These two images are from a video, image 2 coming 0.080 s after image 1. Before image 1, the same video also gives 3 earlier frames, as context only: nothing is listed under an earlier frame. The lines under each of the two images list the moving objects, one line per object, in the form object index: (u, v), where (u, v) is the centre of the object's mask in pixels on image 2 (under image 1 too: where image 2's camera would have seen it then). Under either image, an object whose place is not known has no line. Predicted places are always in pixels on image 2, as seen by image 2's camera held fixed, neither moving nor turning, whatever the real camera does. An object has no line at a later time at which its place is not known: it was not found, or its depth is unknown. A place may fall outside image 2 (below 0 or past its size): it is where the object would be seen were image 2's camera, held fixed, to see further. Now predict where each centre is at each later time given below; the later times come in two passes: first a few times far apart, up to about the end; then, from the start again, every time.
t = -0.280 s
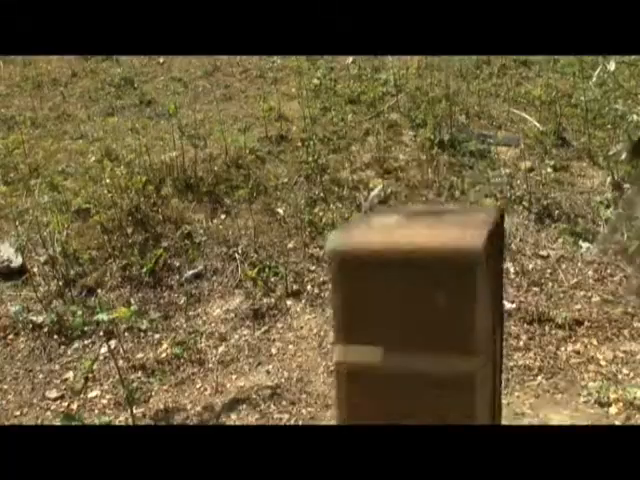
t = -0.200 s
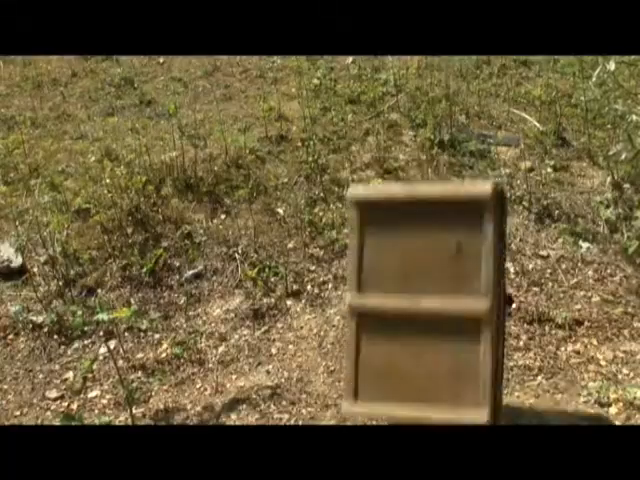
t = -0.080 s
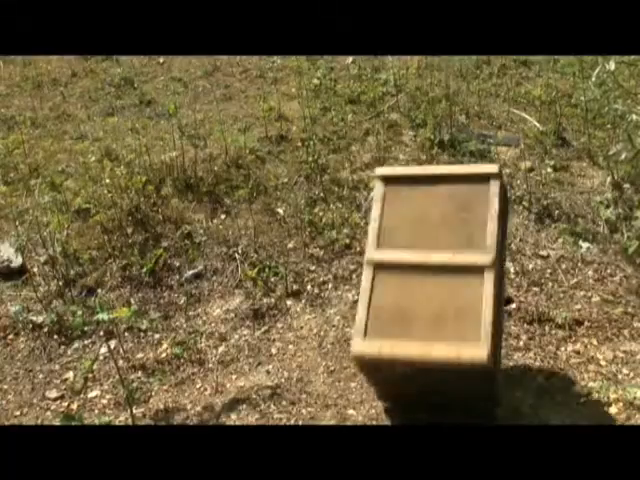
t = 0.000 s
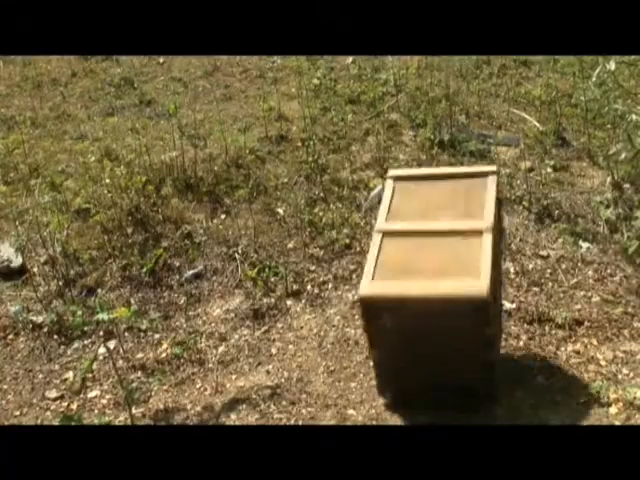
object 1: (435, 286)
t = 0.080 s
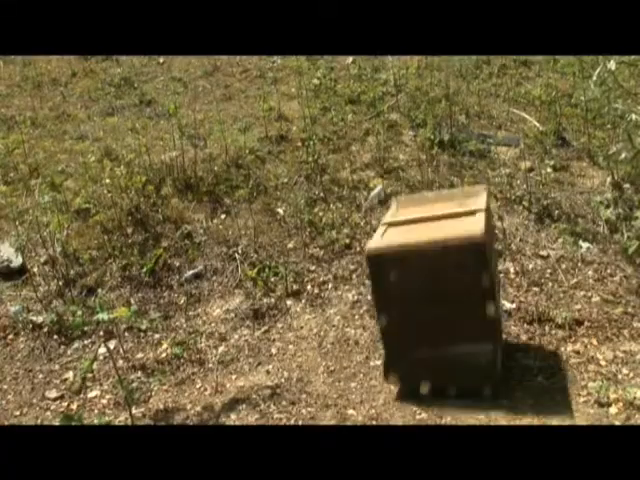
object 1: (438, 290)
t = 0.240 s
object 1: (434, 234)
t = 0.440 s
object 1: (429, 230)
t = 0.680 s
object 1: (446, 176)
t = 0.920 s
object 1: (448, 177)
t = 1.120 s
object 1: (434, 159)
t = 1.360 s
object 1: (424, 170)
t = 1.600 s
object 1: (424, 181)
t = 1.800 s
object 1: (422, 181)
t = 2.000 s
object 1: (419, 182)
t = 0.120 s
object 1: (436, 293)
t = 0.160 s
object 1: (435, 265)
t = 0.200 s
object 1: (435, 245)
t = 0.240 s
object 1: (434, 234)
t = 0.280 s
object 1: (432, 227)
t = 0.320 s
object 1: (430, 224)
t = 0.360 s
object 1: (428, 224)
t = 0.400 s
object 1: (428, 225)
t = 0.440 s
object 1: (429, 230)
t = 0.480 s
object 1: (429, 228)
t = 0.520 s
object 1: (432, 215)
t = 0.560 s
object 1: (435, 200)
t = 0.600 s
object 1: (440, 188)
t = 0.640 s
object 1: (443, 180)
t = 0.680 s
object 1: (446, 176)
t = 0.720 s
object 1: (450, 171)
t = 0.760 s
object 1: (451, 177)
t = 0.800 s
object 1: (451, 177)
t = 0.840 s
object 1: (452, 178)
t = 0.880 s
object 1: (449, 180)
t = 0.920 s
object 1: (448, 177)
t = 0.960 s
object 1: (445, 171)
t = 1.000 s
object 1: (442, 165)
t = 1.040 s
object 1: (439, 162)
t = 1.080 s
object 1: (437, 161)
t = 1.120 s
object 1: (434, 159)
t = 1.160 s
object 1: (432, 159)
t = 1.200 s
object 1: (431, 159)
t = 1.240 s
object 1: (429, 161)
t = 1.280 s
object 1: (427, 164)
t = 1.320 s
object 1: (425, 166)
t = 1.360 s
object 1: (424, 170)
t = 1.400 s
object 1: (423, 175)
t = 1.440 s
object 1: (421, 180)
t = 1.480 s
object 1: (422, 180)
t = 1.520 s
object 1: (422, 180)
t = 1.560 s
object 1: (423, 183)
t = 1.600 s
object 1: (424, 181)
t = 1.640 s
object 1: (425, 181)
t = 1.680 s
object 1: (424, 184)
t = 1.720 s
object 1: (424, 181)
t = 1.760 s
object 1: (423, 180)
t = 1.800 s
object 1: (422, 181)
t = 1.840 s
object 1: (421, 180)
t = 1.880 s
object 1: (420, 179)
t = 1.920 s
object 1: (419, 179)
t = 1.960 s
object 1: (419, 182)
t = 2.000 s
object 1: (419, 182)
